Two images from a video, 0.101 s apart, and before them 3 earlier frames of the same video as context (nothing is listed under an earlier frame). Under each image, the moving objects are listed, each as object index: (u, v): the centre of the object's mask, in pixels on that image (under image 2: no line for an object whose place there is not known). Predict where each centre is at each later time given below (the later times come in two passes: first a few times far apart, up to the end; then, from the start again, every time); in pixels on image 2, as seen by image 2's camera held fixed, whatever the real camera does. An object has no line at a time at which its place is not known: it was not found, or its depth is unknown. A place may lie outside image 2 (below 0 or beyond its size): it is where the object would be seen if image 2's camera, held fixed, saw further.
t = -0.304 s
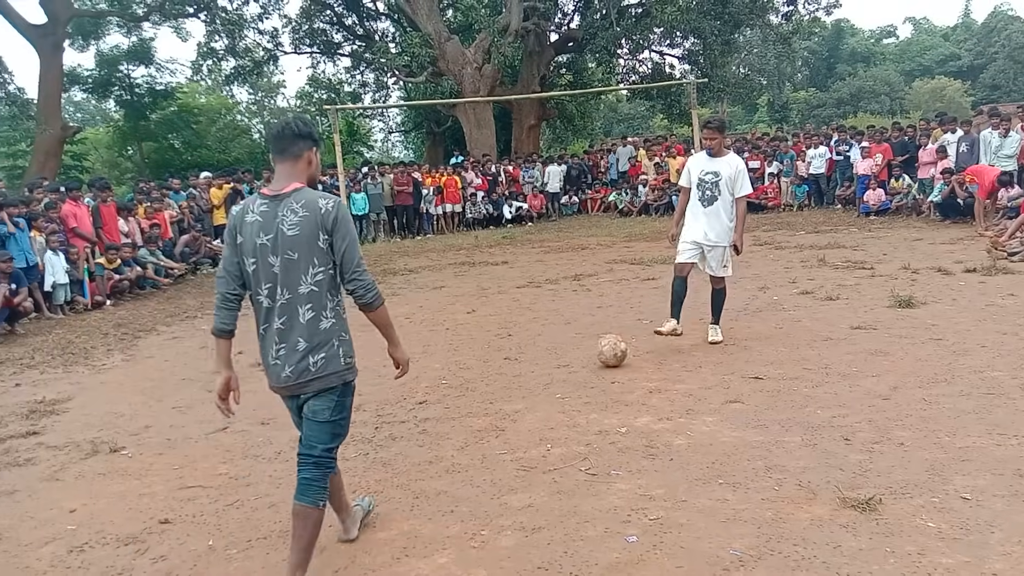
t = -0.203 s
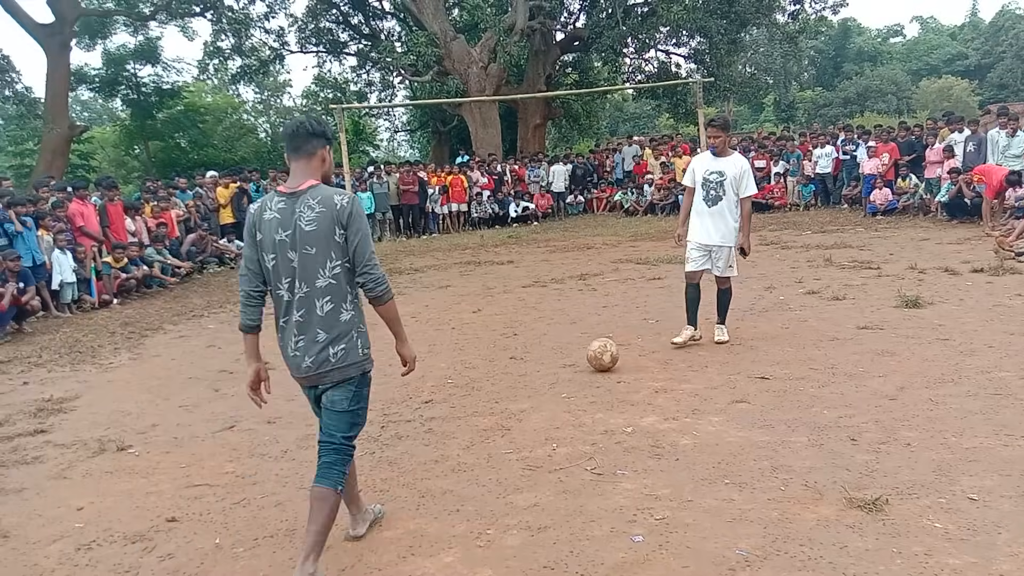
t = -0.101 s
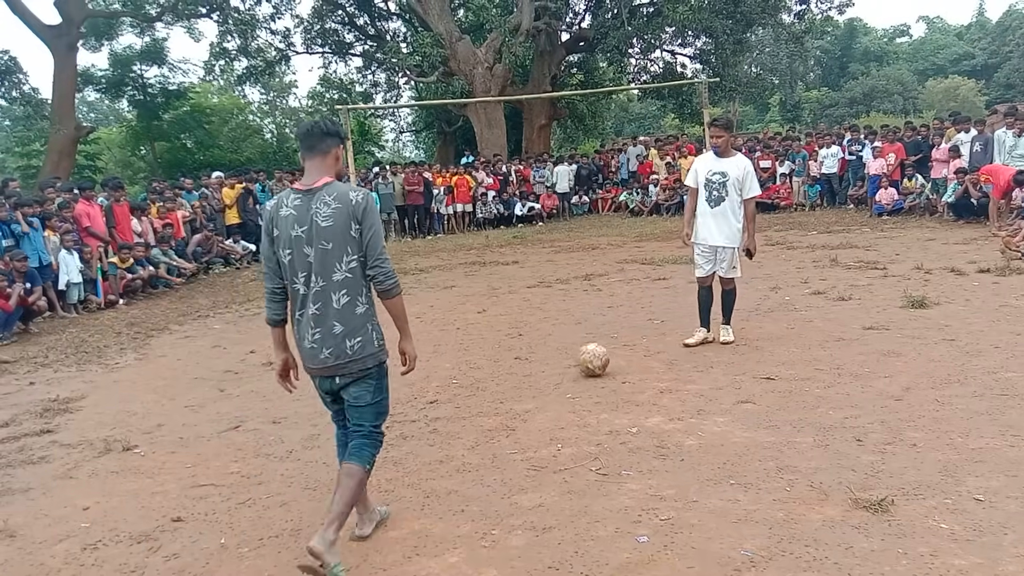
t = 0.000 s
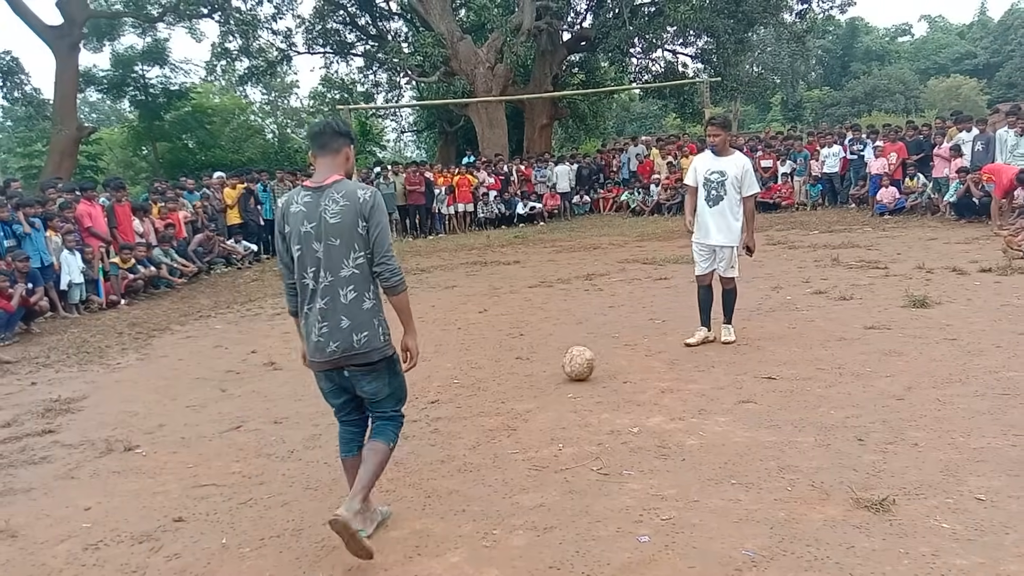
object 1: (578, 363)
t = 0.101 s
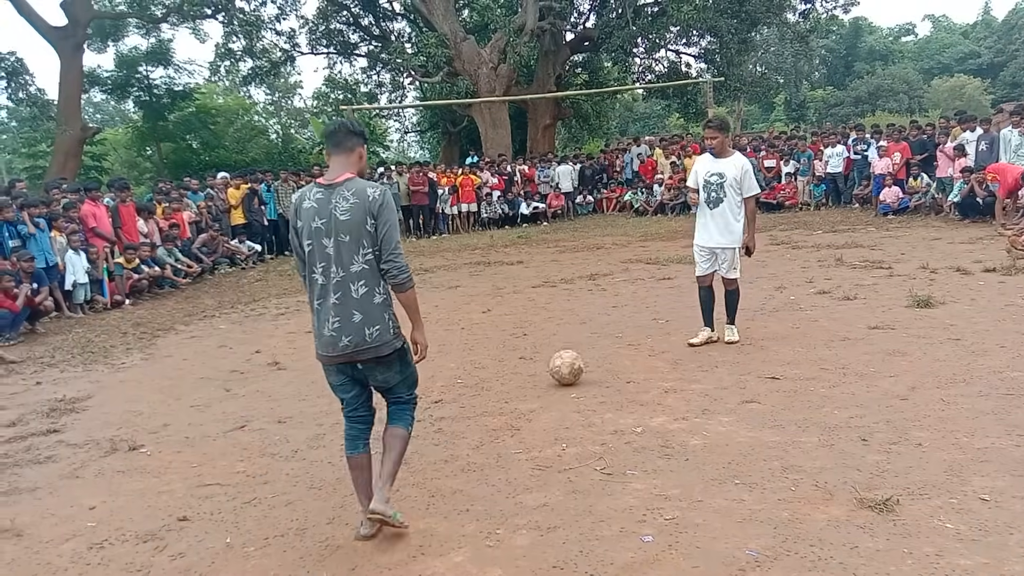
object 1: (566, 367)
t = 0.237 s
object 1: (545, 374)
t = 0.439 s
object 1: (512, 384)
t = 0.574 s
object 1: (487, 391)
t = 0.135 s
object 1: (561, 370)
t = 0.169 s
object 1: (556, 372)
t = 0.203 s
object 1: (551, 373)
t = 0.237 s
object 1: (545, 374)
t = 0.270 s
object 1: (540, 376)
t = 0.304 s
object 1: (534, 378)
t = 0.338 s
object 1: (528, 379)
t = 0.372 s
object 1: (523, 381)
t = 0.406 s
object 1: (517, 382)
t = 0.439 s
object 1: (512, 384)
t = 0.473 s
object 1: (505, 386)
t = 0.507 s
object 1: (499, 388)
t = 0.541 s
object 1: (493, 389)
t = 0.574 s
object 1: (487, 391)
